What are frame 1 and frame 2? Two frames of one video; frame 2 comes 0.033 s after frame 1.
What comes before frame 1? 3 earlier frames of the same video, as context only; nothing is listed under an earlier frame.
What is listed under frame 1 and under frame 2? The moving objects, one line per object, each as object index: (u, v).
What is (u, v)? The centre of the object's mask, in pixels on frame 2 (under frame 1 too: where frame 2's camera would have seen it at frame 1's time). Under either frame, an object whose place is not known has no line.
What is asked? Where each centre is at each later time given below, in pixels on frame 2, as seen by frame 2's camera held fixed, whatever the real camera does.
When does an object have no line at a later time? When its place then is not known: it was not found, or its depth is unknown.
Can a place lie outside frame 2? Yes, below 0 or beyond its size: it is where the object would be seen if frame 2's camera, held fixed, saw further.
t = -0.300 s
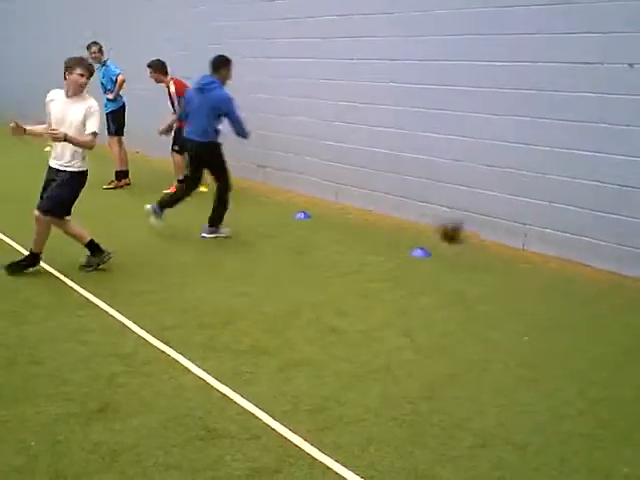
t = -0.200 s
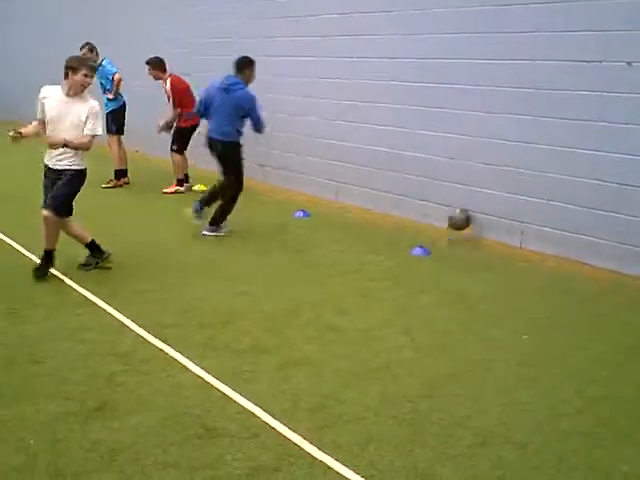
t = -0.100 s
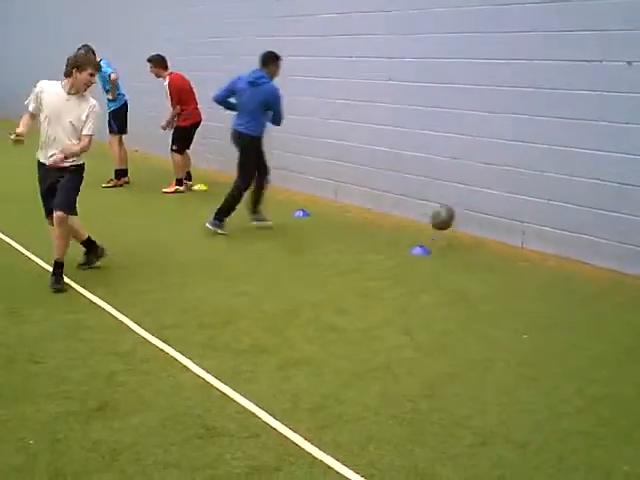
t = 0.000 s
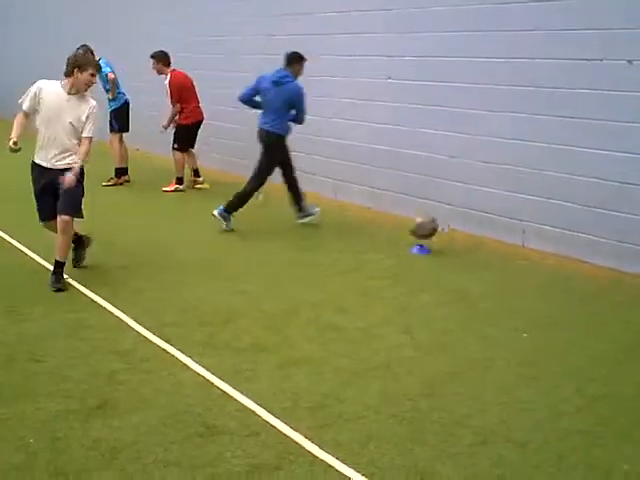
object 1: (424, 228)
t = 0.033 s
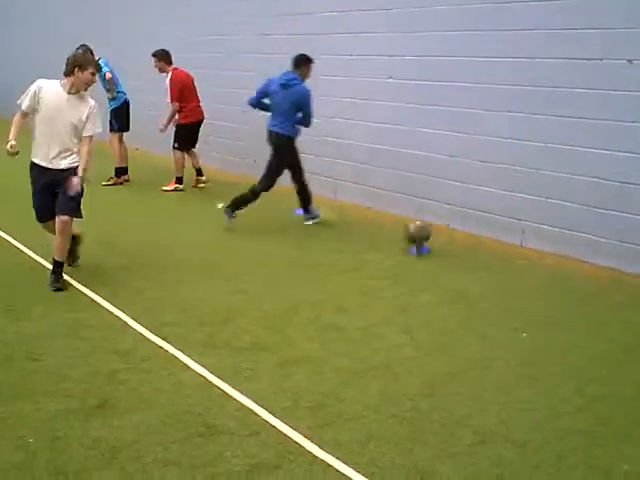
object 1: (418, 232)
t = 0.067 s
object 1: (413, 240)
